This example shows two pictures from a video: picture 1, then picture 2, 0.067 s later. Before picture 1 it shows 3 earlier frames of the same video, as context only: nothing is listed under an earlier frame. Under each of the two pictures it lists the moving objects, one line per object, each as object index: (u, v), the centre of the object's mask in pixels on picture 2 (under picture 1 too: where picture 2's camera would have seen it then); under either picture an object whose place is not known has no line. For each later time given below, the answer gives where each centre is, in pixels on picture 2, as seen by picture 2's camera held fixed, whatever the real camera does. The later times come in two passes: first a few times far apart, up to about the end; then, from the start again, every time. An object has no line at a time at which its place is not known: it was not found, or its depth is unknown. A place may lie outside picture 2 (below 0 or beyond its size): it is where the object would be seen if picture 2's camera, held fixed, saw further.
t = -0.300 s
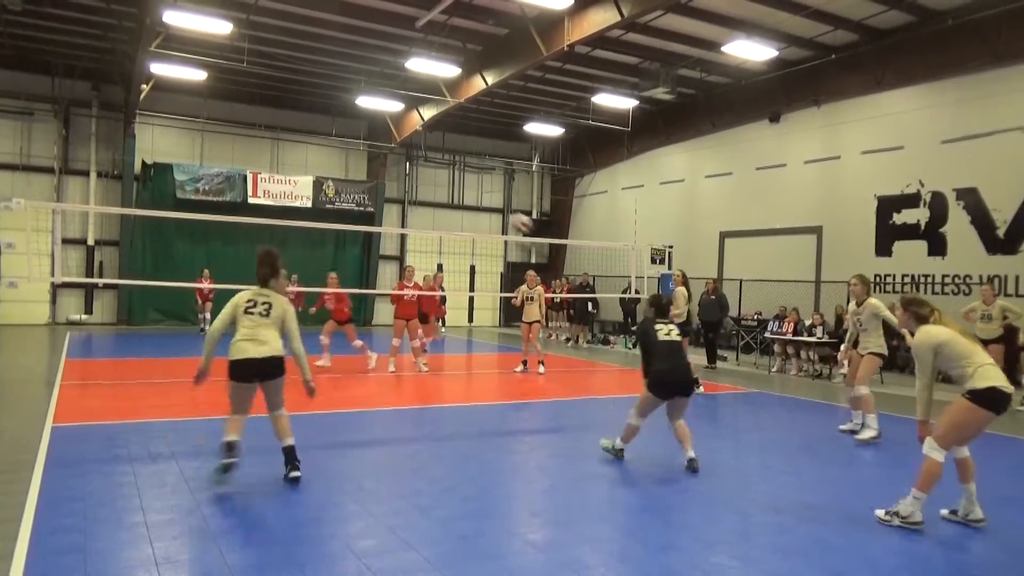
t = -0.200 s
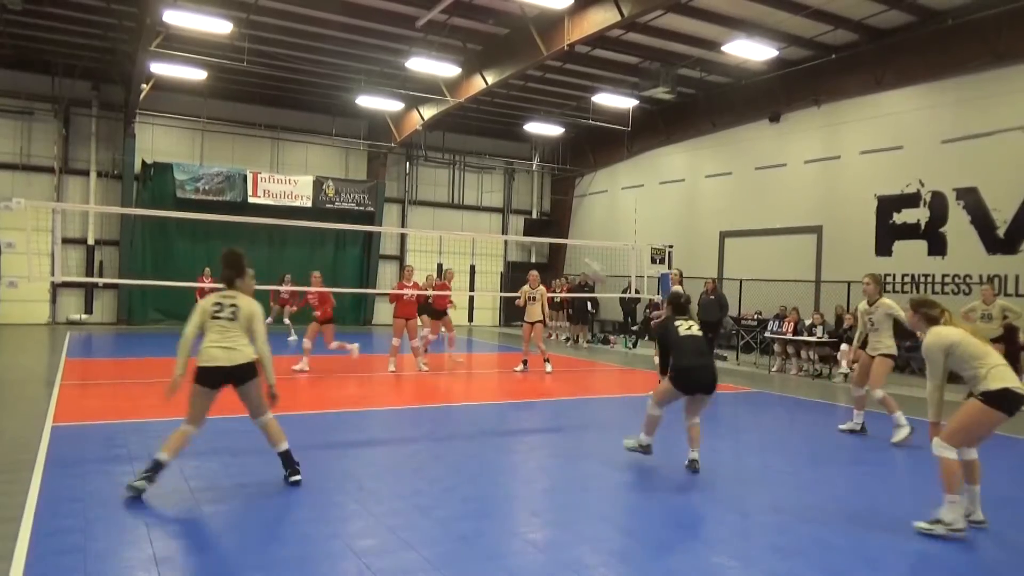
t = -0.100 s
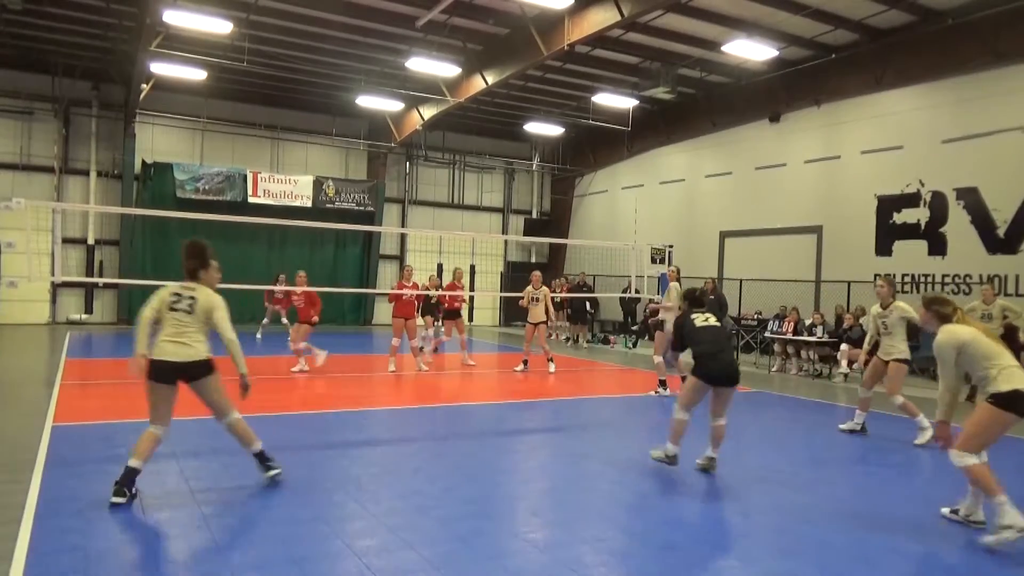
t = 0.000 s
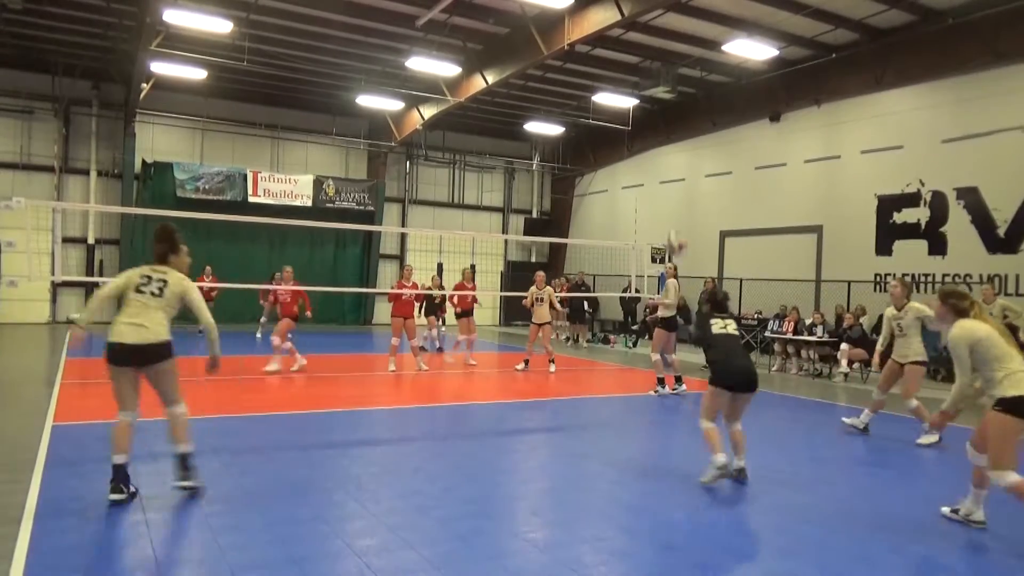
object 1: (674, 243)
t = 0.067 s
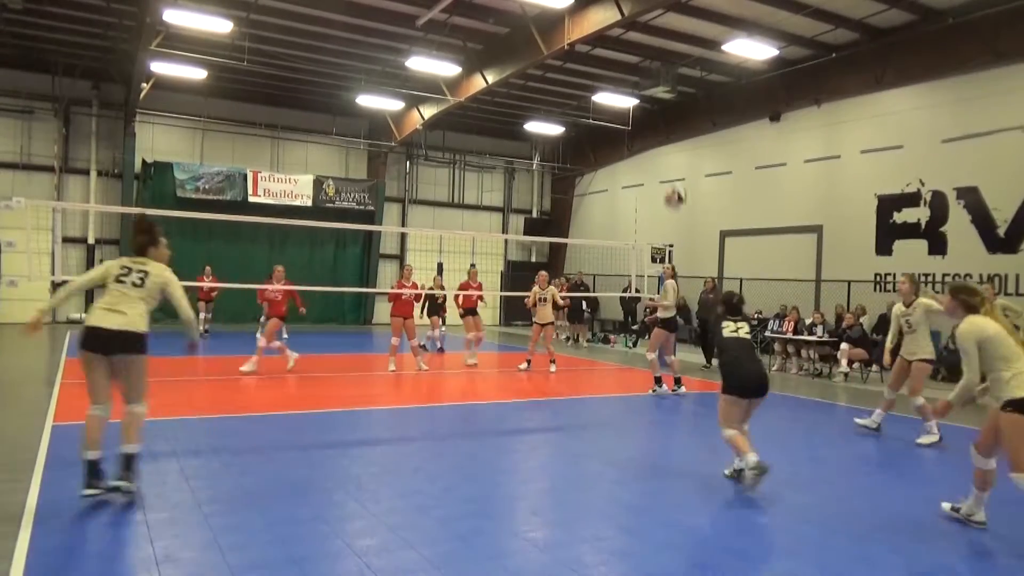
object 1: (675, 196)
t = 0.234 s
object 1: (673, 108)
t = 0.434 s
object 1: (669, 51)
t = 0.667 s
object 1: (665, 34)
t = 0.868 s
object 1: (660, 59)
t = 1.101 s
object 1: (654, 126)
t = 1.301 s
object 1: (647, 211)
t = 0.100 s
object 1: (674, 175)
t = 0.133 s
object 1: (674, 157)
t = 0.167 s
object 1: (673, 138)
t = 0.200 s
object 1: (673, 122)
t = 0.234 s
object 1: (673, 108)
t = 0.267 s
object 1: (672, 96)
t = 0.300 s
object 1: (672, 83)
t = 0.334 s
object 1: (671, 74)
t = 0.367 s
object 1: (671, 64)
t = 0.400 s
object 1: (670, 57)
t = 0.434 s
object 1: (669, 51)
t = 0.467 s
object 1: (669, 45)
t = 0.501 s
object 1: (668, 41)
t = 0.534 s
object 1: (668, 37)
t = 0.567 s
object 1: (667, 35)
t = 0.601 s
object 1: (666, 34)
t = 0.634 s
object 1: (666, 34)
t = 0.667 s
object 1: (665, 34)
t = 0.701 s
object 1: (664, 36)
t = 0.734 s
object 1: (664, 40)
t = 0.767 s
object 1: (663, 44)
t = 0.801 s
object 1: (662, 48)
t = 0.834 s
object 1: (661, 53)
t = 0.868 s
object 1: (660, 59)
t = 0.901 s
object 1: (659, 67)
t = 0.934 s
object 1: (659, 75)
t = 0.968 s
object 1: (658, 83)
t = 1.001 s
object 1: (657, 93)
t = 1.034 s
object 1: (655, 104)
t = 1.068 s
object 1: (654, 115)
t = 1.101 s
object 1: (654, 126)
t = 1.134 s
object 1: (653, 138)
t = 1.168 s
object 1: (651, 150)
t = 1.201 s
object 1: (651, 164)
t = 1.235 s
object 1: (649, 179)
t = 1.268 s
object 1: (647, 195)
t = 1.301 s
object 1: (647, 211)
